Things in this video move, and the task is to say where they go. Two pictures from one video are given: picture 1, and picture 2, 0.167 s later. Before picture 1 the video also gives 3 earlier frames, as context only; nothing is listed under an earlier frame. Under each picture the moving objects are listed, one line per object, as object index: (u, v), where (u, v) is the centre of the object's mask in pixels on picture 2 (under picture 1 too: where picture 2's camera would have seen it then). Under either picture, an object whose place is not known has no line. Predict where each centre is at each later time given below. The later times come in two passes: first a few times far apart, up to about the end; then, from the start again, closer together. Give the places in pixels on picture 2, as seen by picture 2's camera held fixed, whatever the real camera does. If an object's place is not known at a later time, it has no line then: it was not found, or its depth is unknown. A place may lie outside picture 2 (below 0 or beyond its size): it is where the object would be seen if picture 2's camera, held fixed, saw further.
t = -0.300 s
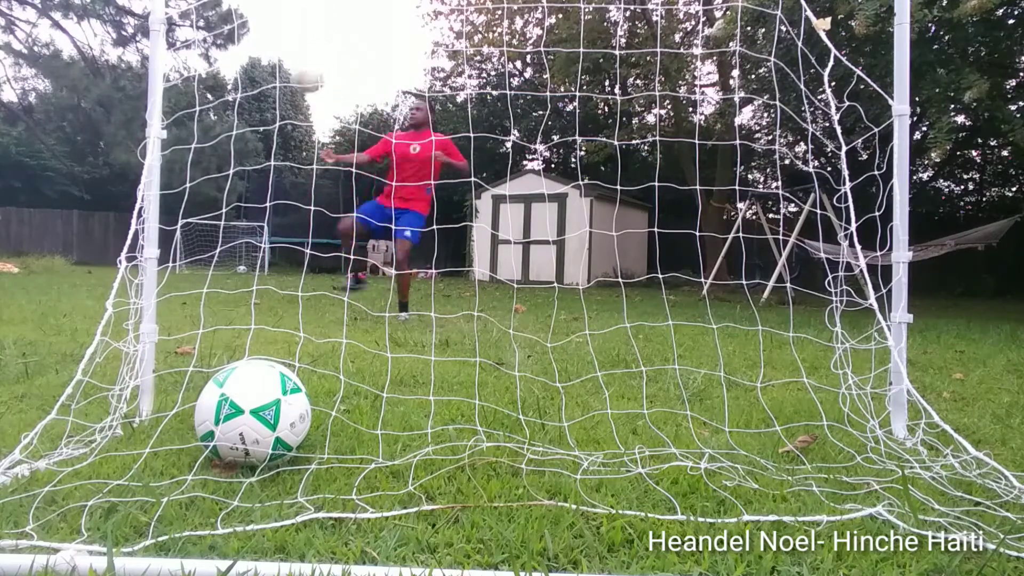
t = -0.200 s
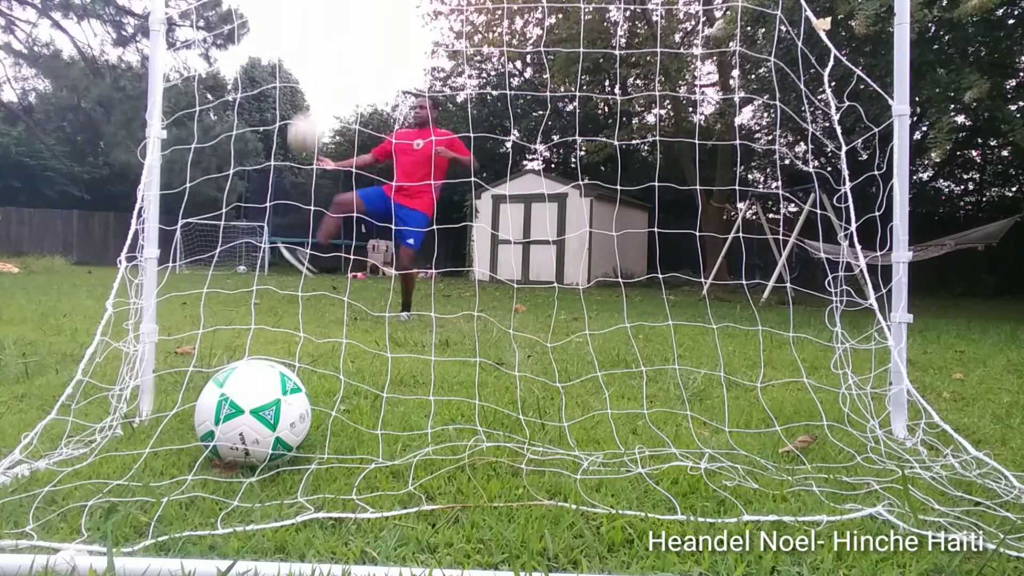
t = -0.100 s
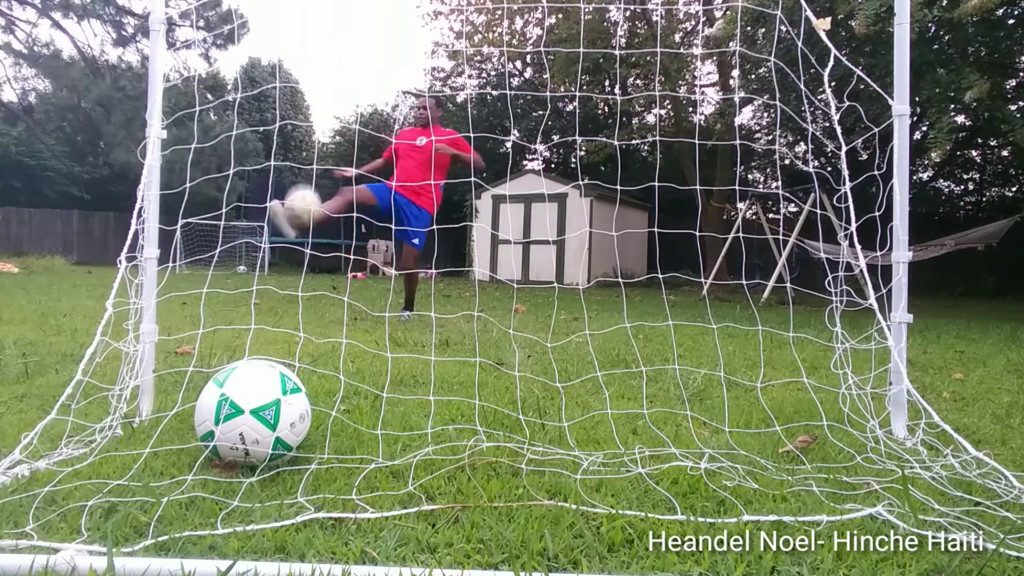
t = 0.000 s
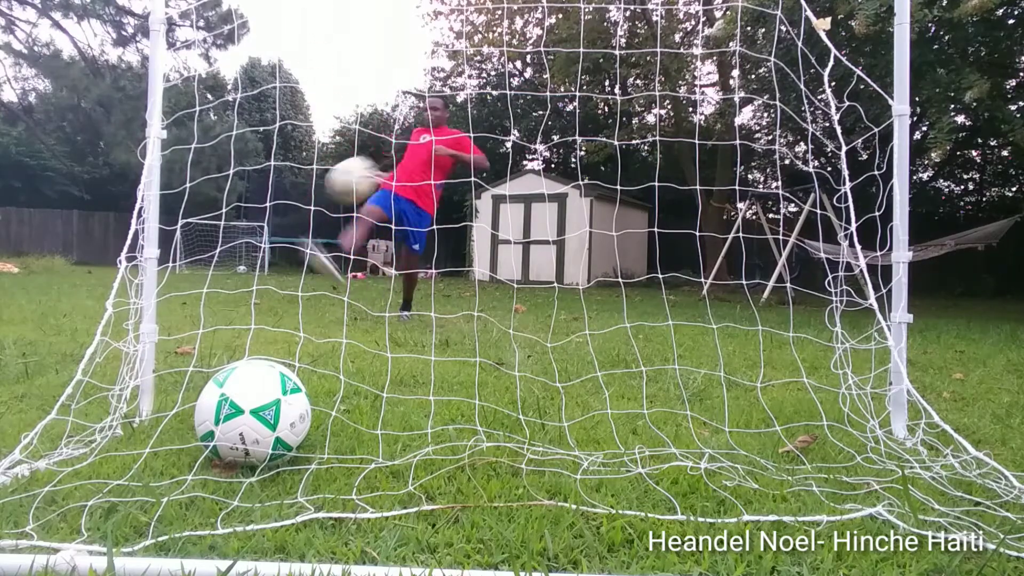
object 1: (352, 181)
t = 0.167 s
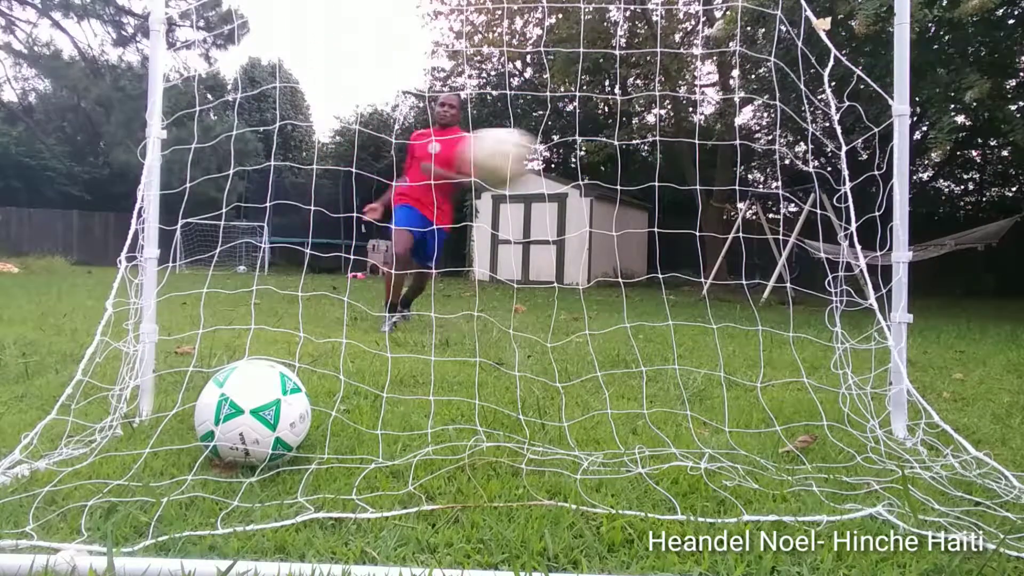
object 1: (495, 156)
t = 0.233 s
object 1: (601, 170)
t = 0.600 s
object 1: (986, 373)
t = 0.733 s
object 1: (855, 372)
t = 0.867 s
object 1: (690, 472)
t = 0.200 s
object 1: (542, 160)
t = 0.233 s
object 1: (601, 170)
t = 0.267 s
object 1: (667, 183)
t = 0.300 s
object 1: (742, 206)
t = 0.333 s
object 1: (853, 237)
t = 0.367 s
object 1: (967, 276)
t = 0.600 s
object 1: (986, 373)
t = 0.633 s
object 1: (971, 364)
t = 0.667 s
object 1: (946, 360)
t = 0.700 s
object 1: (906, 363)
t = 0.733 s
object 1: (855, 372)
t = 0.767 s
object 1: (810, 392)
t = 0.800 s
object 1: (770, 418)
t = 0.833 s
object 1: (730, 450)
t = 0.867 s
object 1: (690, 472)
